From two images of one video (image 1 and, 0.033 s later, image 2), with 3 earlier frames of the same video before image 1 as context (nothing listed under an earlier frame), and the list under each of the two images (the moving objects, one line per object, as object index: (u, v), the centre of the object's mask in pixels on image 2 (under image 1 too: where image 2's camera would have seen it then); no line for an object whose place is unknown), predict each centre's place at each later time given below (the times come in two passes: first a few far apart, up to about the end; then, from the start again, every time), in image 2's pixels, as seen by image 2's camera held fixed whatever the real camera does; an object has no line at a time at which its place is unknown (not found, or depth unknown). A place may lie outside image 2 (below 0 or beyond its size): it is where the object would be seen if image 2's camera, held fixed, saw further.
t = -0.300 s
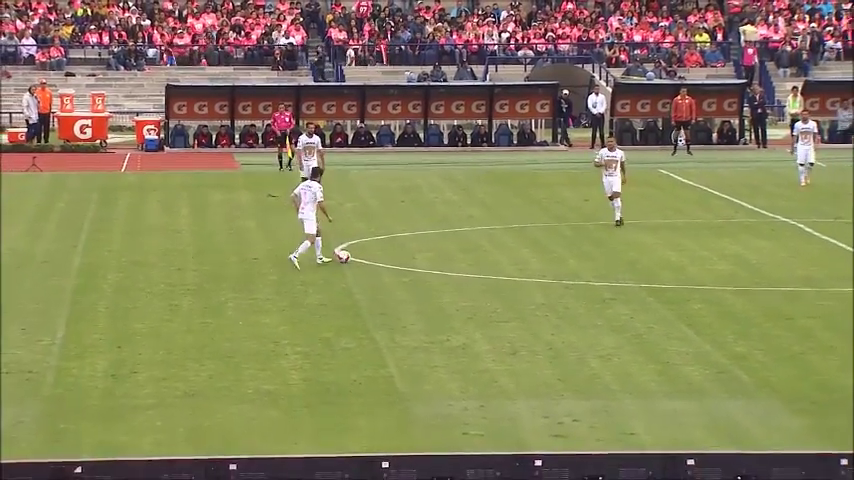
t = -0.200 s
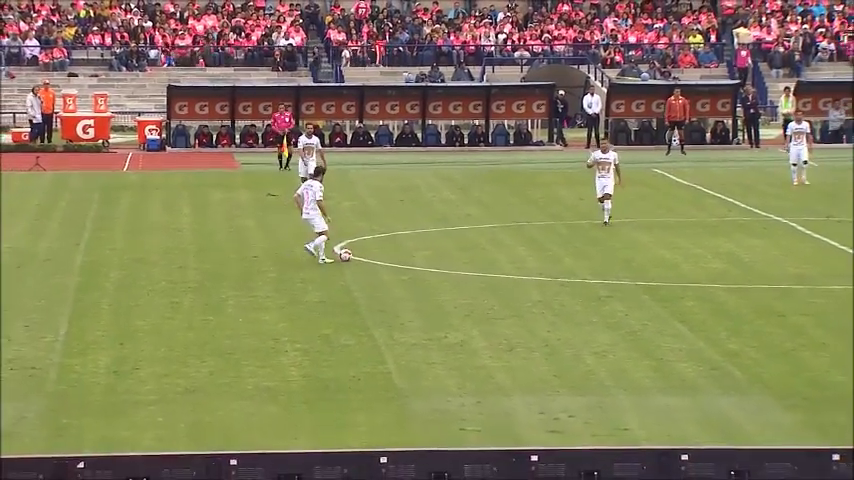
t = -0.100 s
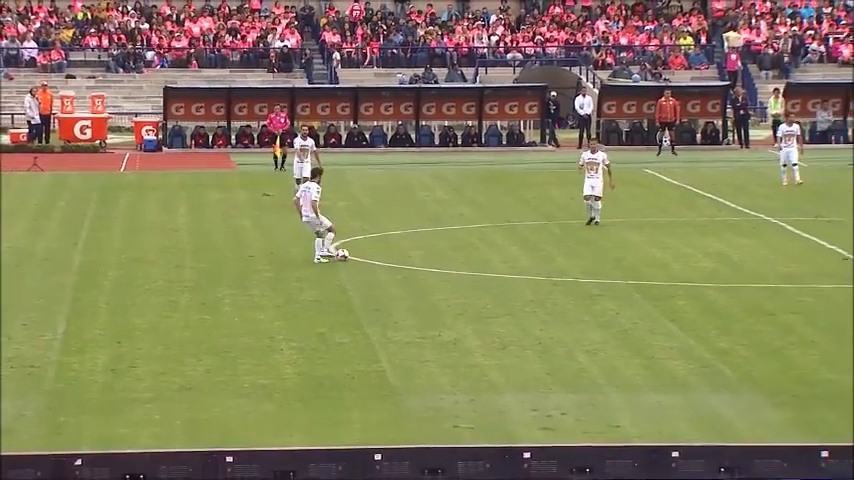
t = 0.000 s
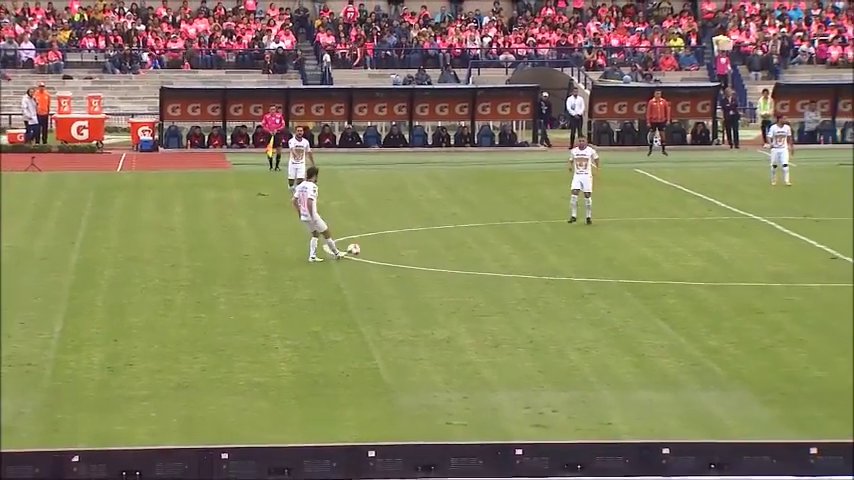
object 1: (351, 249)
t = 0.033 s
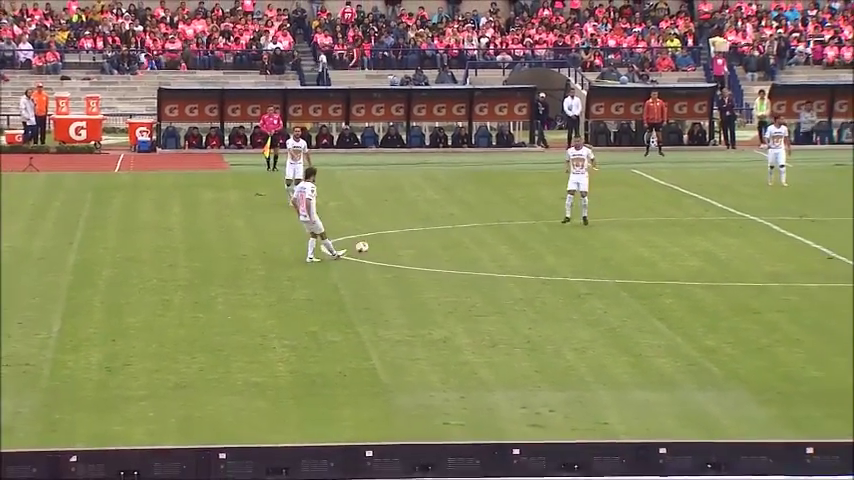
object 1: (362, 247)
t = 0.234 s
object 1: (424, 246)
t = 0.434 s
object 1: (476, 234)
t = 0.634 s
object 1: (522, 235)
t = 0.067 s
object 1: (372, 246)
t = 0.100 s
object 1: (384, 244)
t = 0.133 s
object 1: (394, 244)
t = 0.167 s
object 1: (404, 244)
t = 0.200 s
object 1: (414, 244)
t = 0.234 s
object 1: (424, 246)
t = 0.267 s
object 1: (433, 244)
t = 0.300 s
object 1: (442, 241)
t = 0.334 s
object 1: (450, 239)
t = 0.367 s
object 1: (459, 237)
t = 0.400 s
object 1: (468, 235)
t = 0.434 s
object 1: (476, 234)
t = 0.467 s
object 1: (484, 234)
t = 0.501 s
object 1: (492, 235)
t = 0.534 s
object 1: (500, 237)
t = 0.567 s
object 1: (508, 238)
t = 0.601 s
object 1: (515, 237)
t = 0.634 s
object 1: (522, 235)
